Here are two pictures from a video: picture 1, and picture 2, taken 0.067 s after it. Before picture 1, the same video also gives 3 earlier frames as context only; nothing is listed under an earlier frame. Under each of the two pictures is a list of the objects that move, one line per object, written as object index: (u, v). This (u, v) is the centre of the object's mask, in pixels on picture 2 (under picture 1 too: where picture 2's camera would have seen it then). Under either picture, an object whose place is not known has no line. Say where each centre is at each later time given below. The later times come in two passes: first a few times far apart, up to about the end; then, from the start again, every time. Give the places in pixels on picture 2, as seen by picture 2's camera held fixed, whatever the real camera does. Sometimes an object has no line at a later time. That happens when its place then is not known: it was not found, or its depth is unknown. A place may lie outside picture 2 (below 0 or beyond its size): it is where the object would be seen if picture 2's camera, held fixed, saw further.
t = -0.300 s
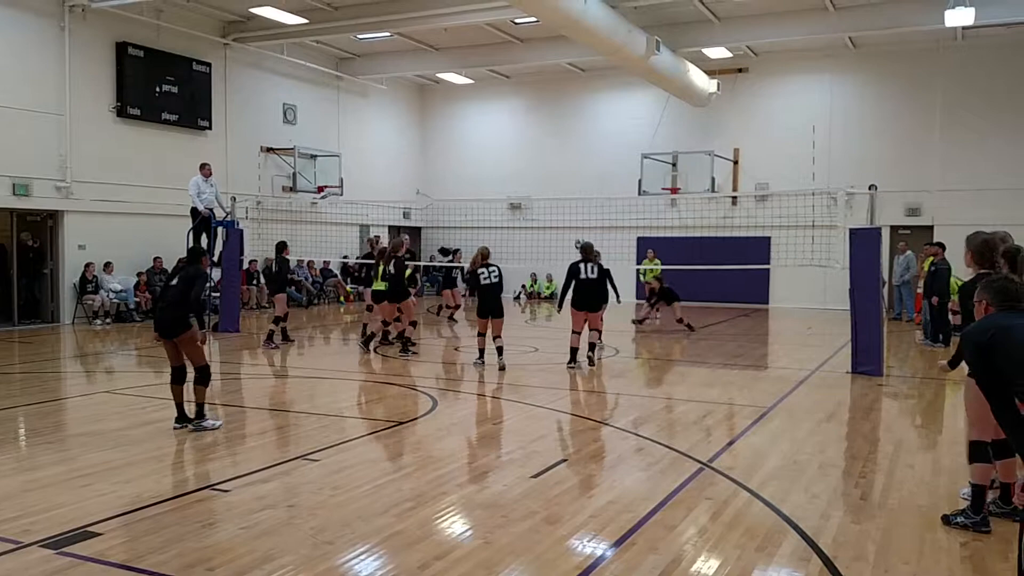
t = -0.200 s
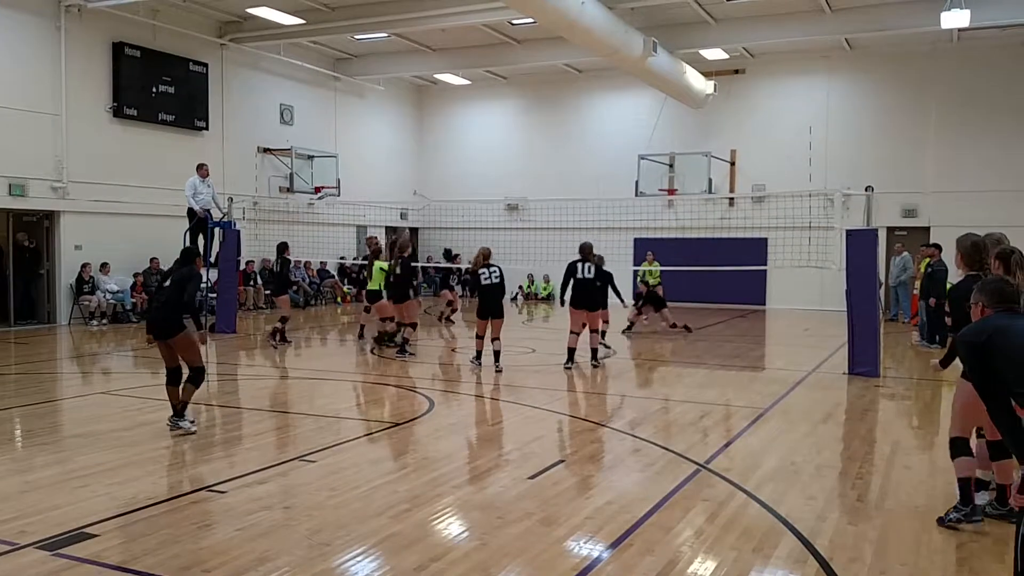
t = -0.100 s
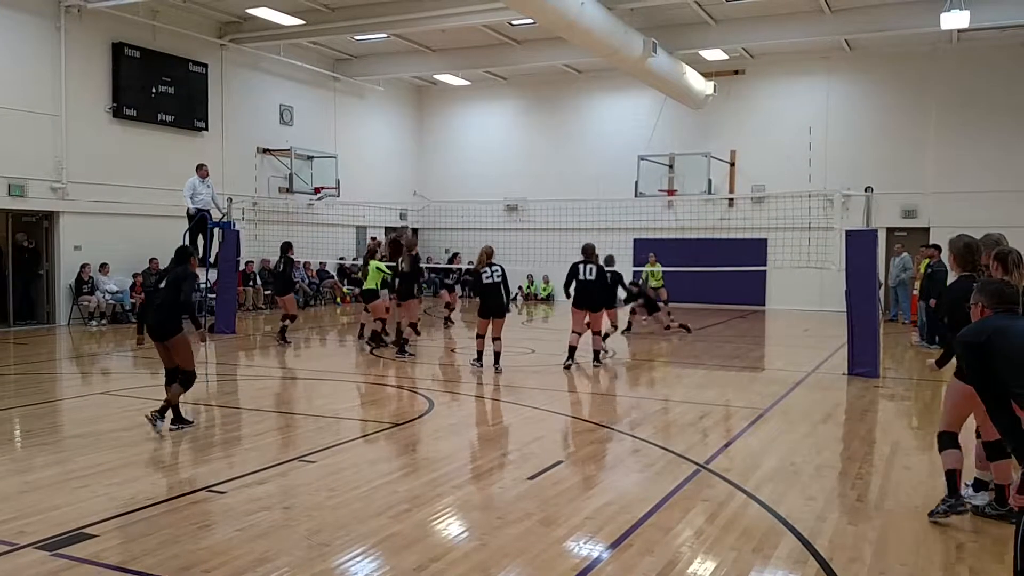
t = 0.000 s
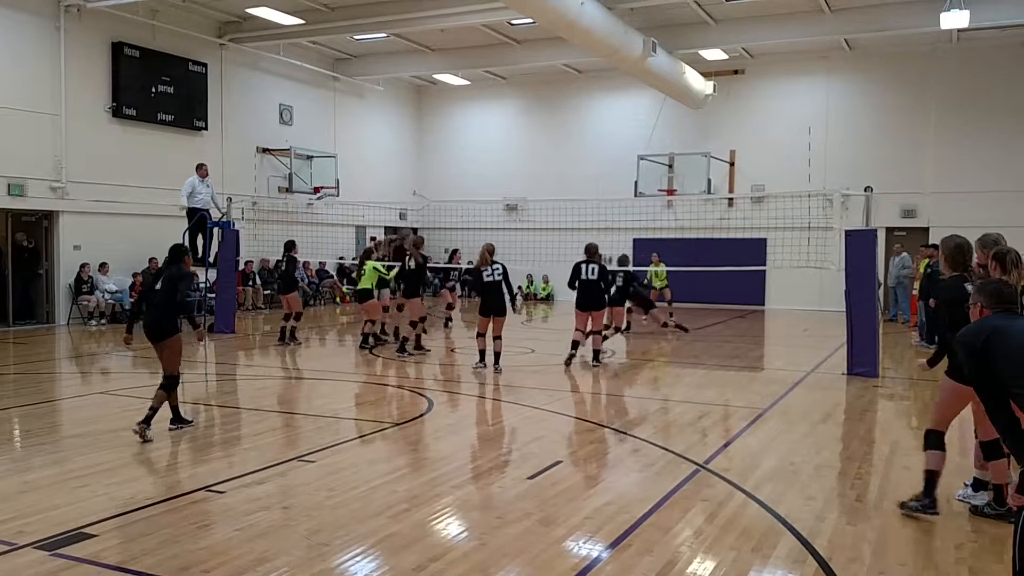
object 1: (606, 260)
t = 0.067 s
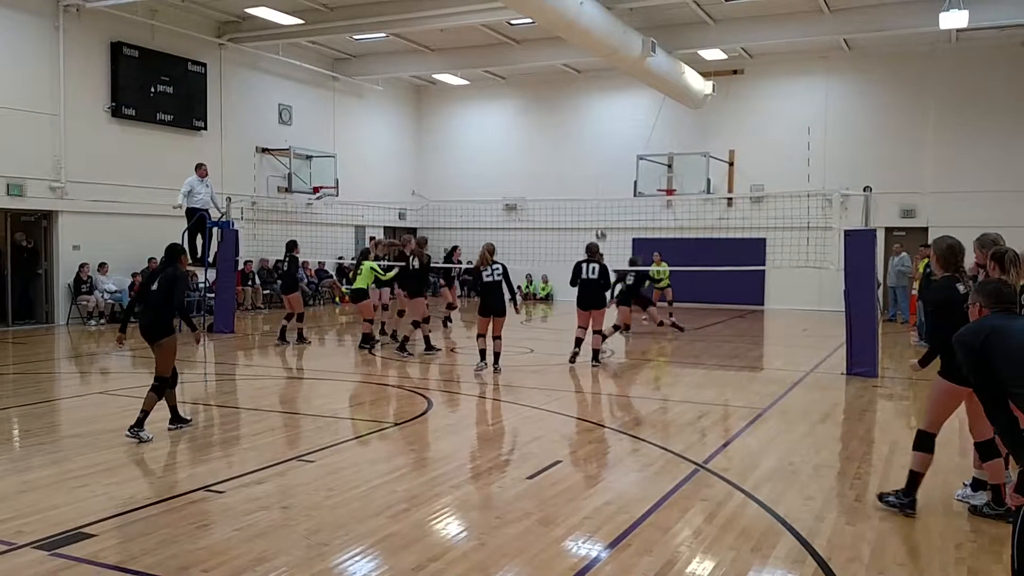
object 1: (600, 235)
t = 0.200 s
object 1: (589, 192)
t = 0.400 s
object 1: (571, 145)
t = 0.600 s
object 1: (553, 117)
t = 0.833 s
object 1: (532, 114)
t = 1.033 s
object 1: (513, 133)
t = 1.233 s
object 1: (493, 176)
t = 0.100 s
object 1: (597, 223)
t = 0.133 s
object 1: (595, 212)
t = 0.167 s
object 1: (591, 202)
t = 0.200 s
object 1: (589, 192)
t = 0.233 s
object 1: (586, 182)
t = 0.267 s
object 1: (583, 174)
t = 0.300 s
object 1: (580, 166)
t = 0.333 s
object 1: (577, 158)
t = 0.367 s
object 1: (574, 151)
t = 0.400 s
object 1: (571, 145)
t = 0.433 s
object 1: (569, 137)
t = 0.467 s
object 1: (565, 132)
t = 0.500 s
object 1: (563, 129)
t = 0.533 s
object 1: (559, 124)
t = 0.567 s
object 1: (556, 121)
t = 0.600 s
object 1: (553, 117)
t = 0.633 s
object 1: (550, 115)
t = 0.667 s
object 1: (548, 112)
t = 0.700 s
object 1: (545, 111)
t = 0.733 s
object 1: (541, 111)
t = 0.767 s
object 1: (538, 111)
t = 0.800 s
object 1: (535, 112)
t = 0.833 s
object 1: (532, 114)
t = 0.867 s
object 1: (529, 115)
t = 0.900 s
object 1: (525, 117)
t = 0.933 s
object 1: (522, 121)
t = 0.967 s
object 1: (519, 125)
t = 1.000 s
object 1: (516, 129)
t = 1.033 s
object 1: (513, 133)
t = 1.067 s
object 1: (509, 139)
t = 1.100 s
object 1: (506, 146)
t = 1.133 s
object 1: (503, 152)
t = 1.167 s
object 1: (499, 160)
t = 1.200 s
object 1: (496, 168)
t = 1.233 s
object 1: (493, 176)
